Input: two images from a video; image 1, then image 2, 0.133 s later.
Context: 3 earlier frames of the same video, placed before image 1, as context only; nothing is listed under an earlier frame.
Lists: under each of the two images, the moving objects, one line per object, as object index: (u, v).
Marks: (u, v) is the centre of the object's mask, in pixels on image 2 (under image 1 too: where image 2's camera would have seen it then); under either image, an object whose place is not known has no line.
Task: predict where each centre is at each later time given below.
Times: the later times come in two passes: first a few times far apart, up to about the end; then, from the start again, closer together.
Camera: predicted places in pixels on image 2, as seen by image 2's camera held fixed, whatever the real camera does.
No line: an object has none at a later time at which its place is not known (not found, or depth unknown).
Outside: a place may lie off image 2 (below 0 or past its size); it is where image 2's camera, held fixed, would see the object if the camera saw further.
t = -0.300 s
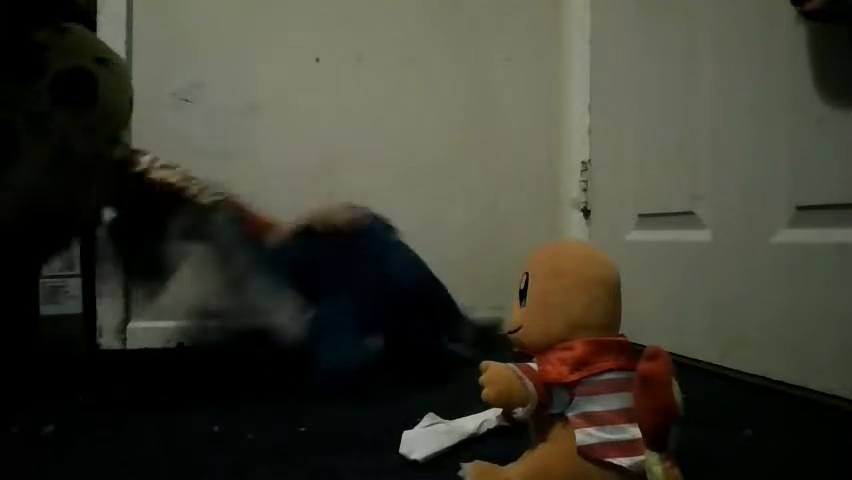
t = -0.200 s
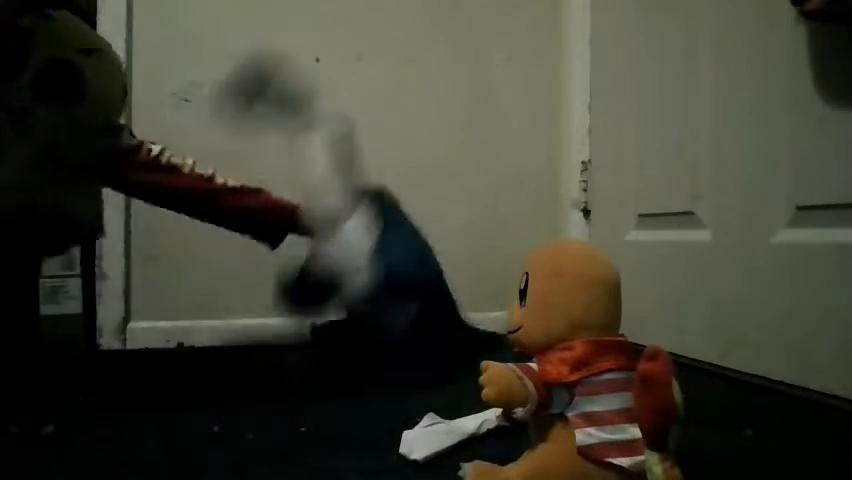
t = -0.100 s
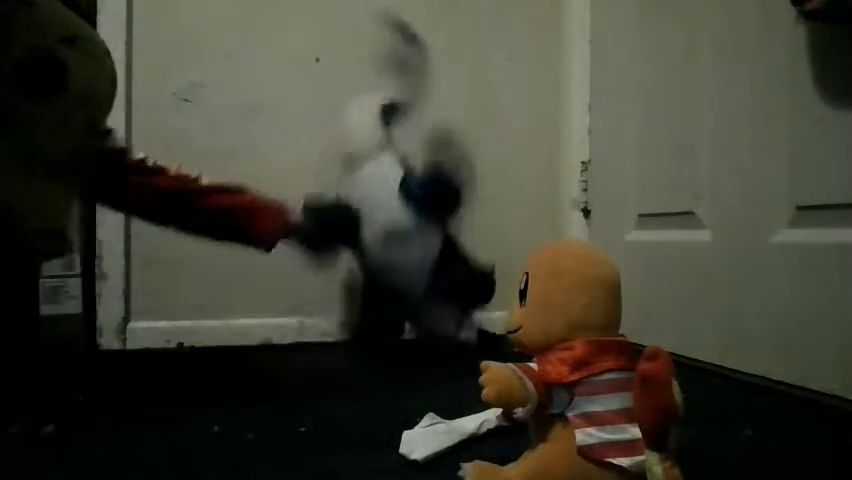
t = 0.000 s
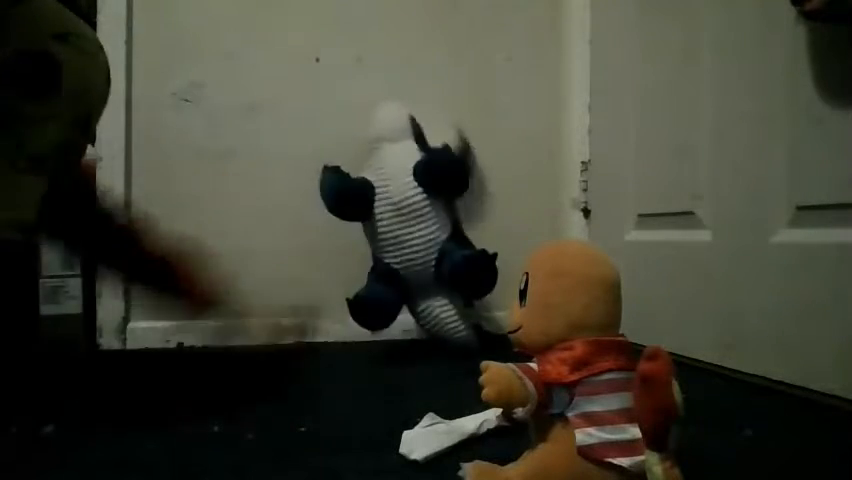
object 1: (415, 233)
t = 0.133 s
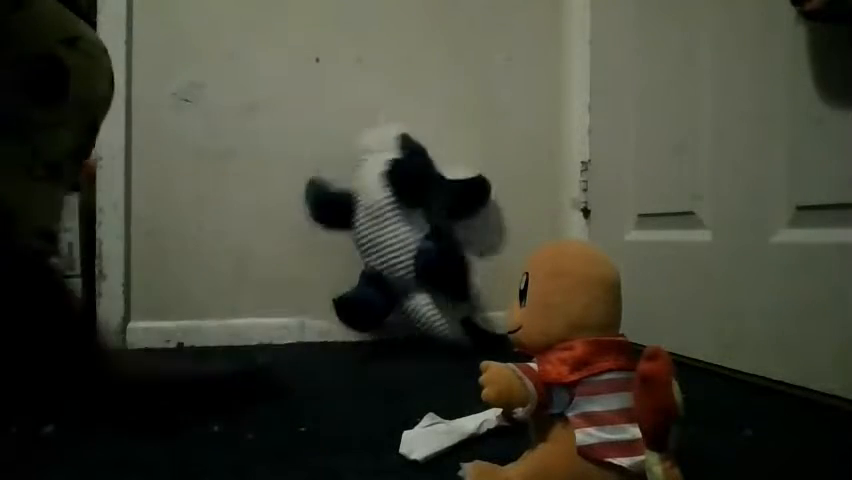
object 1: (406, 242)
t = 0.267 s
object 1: (384, 256)
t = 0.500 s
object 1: (360, 256)
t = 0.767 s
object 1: (349, 254)
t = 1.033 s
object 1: (348, 253)
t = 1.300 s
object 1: (349, 254)
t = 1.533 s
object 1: (349, 254)
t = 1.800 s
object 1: (348, 253)
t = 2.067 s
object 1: (349, 253)
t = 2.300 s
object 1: (348, 254)
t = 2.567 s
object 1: (349, 254)
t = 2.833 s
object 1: (349, 254)
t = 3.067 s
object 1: (349, 254)
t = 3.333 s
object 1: (349, 254)
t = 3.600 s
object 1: (349, 254)
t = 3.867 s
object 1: (349, 253)
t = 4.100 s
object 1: (349, 253)
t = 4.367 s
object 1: (349, 253)
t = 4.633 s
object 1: (349, 253)
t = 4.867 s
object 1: (349, 253)
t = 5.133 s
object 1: (349, 254)
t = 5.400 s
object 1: (349, 254)
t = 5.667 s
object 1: (349, 254)
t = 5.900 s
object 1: (349, 254)
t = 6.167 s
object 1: (349, 254)
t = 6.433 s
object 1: (349, 254)
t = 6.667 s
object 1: (349, 254)
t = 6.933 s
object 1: (349, 254)
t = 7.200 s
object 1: (349, 254)
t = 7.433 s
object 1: (349, 253)
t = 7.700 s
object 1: (349, 254)
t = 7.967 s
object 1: (349, 254)
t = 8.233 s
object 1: (349, 254)
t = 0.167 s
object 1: (401, 244)
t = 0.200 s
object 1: (396, 249)
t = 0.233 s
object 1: (390, 253)
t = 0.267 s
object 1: (384, 256)
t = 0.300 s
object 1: (380, 257)
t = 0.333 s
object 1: (377, 258)
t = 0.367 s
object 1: (373, 258)
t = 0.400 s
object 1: (369, 259)
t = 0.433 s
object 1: (367, 258)
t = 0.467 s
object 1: (363, 257)
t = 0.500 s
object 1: (360, 256)
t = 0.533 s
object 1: (355, 253)
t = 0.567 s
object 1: (353, 254)
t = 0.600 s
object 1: (352, 253)
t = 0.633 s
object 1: (351, 254)
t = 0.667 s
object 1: (350, 254)
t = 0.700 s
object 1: (350, 254)
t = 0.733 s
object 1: (350, 254)
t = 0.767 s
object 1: (349, 254)
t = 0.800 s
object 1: (349, 253)
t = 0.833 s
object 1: (349, 253)
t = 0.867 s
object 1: (348, 253)
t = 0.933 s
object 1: (348, 254)
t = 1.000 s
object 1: (348, 254)
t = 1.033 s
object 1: (348, 253)
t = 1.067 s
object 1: (347, 253)
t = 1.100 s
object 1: (348, 253)
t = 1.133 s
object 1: (349, 254)
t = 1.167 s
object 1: (349, 253)
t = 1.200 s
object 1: (349, 253)
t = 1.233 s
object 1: (349, 254)
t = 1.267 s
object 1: (349, 254)
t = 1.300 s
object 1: (349, 254)
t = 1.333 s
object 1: (349, 254)
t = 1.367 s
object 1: (349, 254)
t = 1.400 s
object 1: (349, 254)
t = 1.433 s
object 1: (348, 254)
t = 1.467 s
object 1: (348, 254)
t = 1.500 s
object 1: (349, 254)
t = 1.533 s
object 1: (349, 254)
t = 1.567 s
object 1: (349, 254)
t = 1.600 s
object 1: (349, 254)
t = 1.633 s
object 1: (348, 254)
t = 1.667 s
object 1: (348, 254)
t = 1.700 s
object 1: (348, 254)
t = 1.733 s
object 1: (348, 253)
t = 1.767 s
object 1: (348, 253)
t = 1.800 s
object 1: (348, 253)
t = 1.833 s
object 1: (348, 253)
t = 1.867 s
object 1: (349, 253)
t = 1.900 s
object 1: (349, 253)
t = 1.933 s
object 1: (349, 253)
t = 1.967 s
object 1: (349, 253)
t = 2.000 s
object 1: (349, 253)
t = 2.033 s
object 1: (349, 253)
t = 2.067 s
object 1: (349, 253)
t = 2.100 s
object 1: (349, 253)
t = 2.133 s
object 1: (349, 253)
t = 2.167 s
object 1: (349, 253)
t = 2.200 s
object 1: (348, 253)
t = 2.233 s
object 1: (348, 254)
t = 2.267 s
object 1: (349, 253)
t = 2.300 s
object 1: (348, 254)
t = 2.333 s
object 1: (349, 254)
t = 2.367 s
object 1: (349, 254)
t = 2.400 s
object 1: (349, 254)
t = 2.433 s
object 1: (349, 254)
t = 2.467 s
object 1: (349, 253)
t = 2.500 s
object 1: (350, 253)
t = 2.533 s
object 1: (349, 253)
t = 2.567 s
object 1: (349, 254)
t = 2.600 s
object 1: (349, 254)
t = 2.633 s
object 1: (349, 254)
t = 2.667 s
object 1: (349, 254)
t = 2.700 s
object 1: (349, 254)
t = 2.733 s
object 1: (349, 254)
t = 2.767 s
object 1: (349, 254)
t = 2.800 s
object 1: (349, 254)
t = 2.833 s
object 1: (349, 254)
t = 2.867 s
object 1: (349, 254)
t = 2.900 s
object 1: (349, 254)
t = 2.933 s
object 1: (349, 254)
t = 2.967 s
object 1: (349, 254)
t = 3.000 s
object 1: (349, 254)
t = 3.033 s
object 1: (349, 254)
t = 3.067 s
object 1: (349, 254)
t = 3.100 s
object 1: (349, 254)
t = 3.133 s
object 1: (349, 254)
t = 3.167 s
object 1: (349, 254)
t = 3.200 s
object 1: (349, 254)
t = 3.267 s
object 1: (349, 254)
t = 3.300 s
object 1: (349, 254)
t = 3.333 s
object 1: (349, 254)
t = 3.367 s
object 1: (349, 254)
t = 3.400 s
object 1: (349, 254)
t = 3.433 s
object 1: (349, 254)
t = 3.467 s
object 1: (349, 254)
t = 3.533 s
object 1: (349, 254)
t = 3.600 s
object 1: (349, 254)
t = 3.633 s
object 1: (349, 254)
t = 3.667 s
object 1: (349, 254)
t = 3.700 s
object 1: (349, 254)
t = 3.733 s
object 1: (349, 253)
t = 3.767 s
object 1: (349, 253)
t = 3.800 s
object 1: (349, 253)
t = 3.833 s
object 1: (349, 253)
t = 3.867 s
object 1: (349, 253)
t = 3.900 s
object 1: (349, 253)
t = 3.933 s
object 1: (349, 253)
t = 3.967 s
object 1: (349, 253)
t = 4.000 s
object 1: (349, 253)
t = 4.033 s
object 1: (349, 253)
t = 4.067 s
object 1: (349, 253)
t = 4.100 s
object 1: (349, 253)
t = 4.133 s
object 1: (349, 253)
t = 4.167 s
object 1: (349, 253)
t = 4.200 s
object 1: (349, 253)
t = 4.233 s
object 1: (349, 253)
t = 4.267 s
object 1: (349, 253)
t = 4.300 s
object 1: (349, 253)
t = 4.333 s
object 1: (349, 253)
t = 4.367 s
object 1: (349, 253)
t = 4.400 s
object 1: (349, 253)
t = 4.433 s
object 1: (349, 253)
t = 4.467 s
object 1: (349, 253)
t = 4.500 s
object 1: (349, 253)
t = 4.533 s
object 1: (349, 253)
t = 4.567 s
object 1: (349, 253)
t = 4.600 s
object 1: (349, 253)
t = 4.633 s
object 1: (349, 253)
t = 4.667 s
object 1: (349, 253)
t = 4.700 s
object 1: (349, 253)
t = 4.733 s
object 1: (349, 253)
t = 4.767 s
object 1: (349, 253)
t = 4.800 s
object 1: (349, 253)
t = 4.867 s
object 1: (349, 253)
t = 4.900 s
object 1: (349, 253)
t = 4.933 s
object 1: (349, 254)
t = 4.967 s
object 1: (349, 254)
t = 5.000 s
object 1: (349, 254)
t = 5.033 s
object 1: (349, 254)
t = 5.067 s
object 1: (349, 254)
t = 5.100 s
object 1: (349, 254)
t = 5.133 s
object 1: (349, 254)
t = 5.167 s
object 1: (349, 254)
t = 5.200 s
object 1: (349, 254)
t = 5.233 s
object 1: (349, 254)
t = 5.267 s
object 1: (349, 254)
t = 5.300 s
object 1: (349, 254)
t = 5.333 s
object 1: (349, 254)
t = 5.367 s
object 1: (349, 254)
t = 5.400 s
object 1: (349, 254)
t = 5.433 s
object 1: (349, 254)
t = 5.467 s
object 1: (349, 254)
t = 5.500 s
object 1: (349, 254)
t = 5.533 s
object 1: (349, 254)
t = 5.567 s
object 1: (349, 254)
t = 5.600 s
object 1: (349, 254)
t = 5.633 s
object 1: (349, 254)
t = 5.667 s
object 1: (349, 254)
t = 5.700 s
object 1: (349, 254)
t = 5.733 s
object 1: (349, 254)
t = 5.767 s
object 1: (349, 254)
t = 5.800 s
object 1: (349, 254)
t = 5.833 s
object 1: (349, 254)
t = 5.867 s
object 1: (349, 254)
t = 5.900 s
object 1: (349, 254)
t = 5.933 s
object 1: (349, 254)
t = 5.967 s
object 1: (349, 253)
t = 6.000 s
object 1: (349, 253)
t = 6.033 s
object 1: (349, 254)
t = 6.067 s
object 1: (349, 254)
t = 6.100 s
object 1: (349, 254)
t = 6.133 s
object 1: (349, 253)
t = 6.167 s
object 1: (349, 254)
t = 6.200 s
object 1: (349, 254)
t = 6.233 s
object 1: (349, 254)
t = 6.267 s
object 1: (349, 254)
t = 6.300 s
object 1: (349, 254)
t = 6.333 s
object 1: (349, 254)
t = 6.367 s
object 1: (349, 254)
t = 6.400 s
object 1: (349, 254)
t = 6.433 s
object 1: (349, 254)
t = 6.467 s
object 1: (349, 254)
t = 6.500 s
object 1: (349, 254)
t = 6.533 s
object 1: (349, 254)
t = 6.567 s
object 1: (349, 254)
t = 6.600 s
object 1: (349, 254)
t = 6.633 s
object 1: (349, 254)
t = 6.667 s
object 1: (349, 254)
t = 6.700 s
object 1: (349, 254)
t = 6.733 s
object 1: (349, 254)
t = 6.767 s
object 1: (349, 254)
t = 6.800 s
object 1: (349, 254)
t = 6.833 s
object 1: (349, 254)
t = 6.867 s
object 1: (349, 254)
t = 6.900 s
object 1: (349, 254)
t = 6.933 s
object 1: (349, 254)
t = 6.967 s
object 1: (349, 254)
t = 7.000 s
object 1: (349, 254)
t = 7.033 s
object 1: (349, 254)
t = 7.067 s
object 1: (349, 253)
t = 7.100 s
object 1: (349, 253)
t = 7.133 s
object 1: (350, 254)
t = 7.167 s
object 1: (349, 254)
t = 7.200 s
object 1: (349, 254)
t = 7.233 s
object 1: (350, 254)
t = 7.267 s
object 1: (349, 254)
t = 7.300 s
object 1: (349, 254)
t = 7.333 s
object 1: (349, 254)
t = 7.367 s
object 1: (349, 253)
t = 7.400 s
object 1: (349, 253)
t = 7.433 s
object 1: (349, 253)
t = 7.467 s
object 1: (349, 253)
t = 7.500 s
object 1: (349, 253)
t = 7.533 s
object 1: (349, 254)
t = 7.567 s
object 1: (349, 254)
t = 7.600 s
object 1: (349, 254)
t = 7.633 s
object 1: (349, 254)
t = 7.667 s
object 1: (349, 254)
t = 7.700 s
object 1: (349, 254)
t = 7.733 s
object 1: (349, 254)
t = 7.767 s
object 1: (349, 254)
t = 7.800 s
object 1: (349, 254)
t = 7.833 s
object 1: (349, 254)
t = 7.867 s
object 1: (349, 254)
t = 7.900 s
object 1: (349, 254)
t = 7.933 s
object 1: (349, 254)
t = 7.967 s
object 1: (349, 254)
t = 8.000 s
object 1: (349, 254)
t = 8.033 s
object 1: (349, 254)
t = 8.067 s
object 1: (349, 254)
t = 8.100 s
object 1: (349, 254)
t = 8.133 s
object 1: (349, 254)
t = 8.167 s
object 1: (349, 254)
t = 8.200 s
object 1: (349, 254)
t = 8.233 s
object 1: (349, 254)
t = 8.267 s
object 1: (349, 254)
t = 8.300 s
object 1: (349, 254)
